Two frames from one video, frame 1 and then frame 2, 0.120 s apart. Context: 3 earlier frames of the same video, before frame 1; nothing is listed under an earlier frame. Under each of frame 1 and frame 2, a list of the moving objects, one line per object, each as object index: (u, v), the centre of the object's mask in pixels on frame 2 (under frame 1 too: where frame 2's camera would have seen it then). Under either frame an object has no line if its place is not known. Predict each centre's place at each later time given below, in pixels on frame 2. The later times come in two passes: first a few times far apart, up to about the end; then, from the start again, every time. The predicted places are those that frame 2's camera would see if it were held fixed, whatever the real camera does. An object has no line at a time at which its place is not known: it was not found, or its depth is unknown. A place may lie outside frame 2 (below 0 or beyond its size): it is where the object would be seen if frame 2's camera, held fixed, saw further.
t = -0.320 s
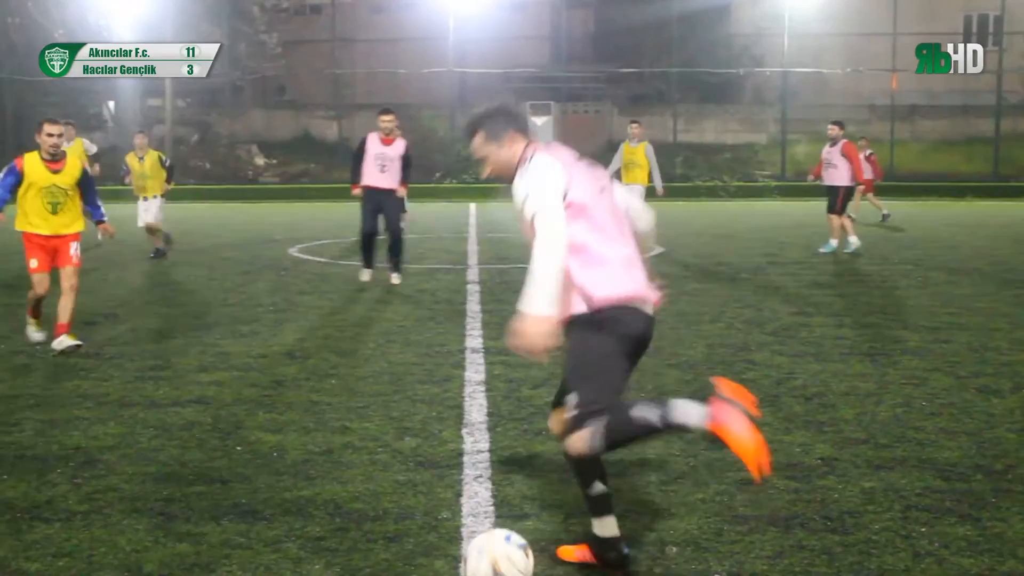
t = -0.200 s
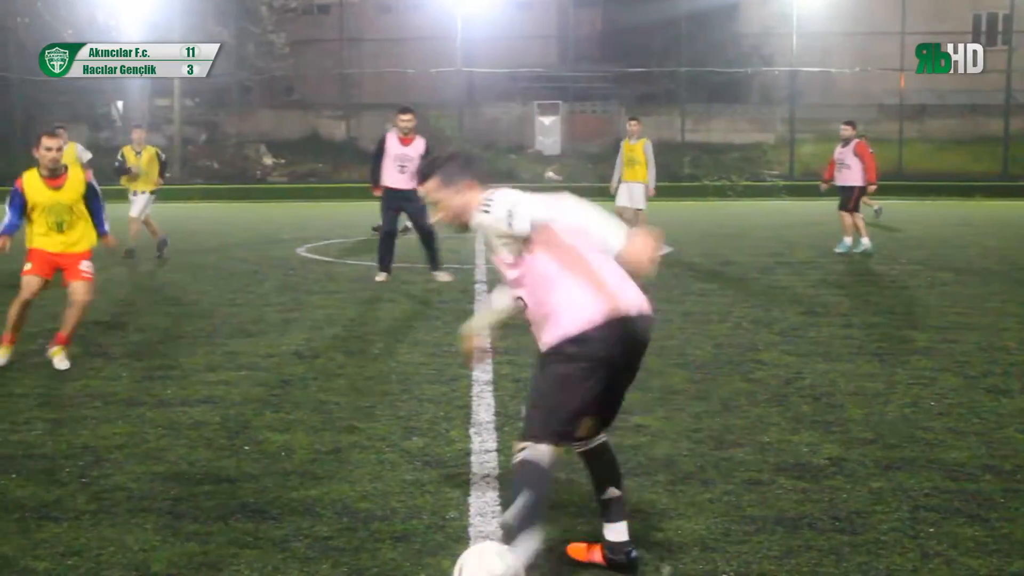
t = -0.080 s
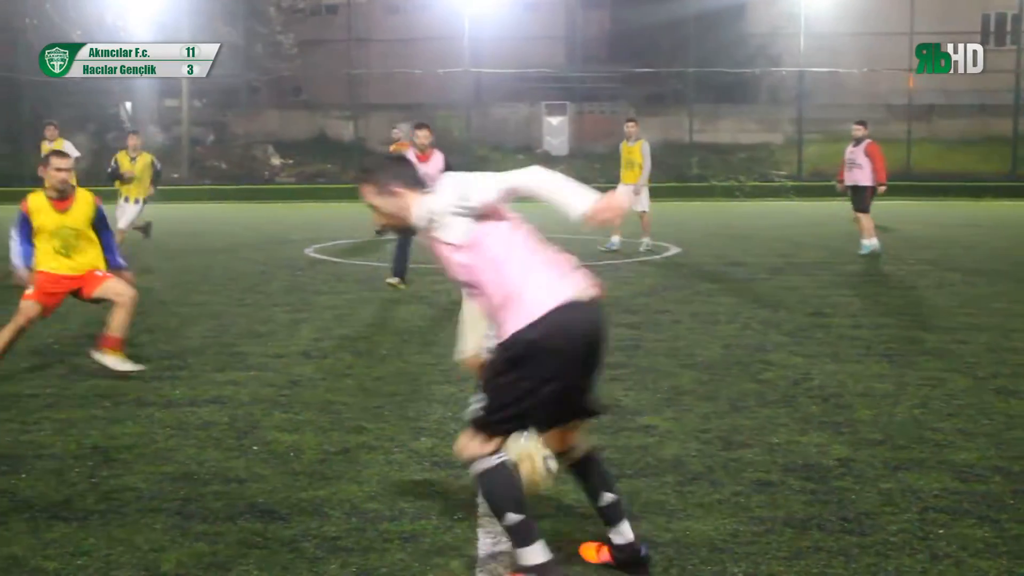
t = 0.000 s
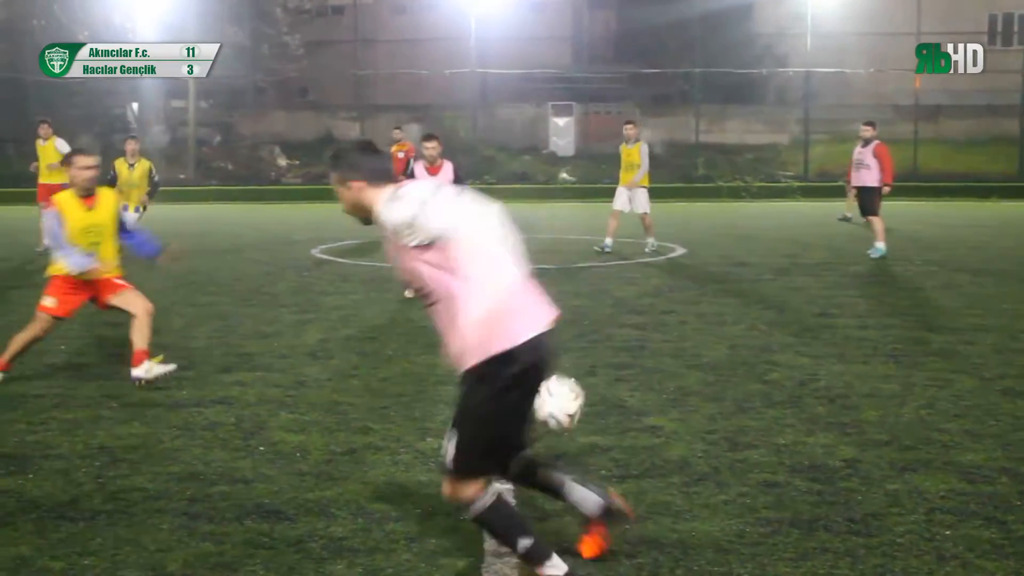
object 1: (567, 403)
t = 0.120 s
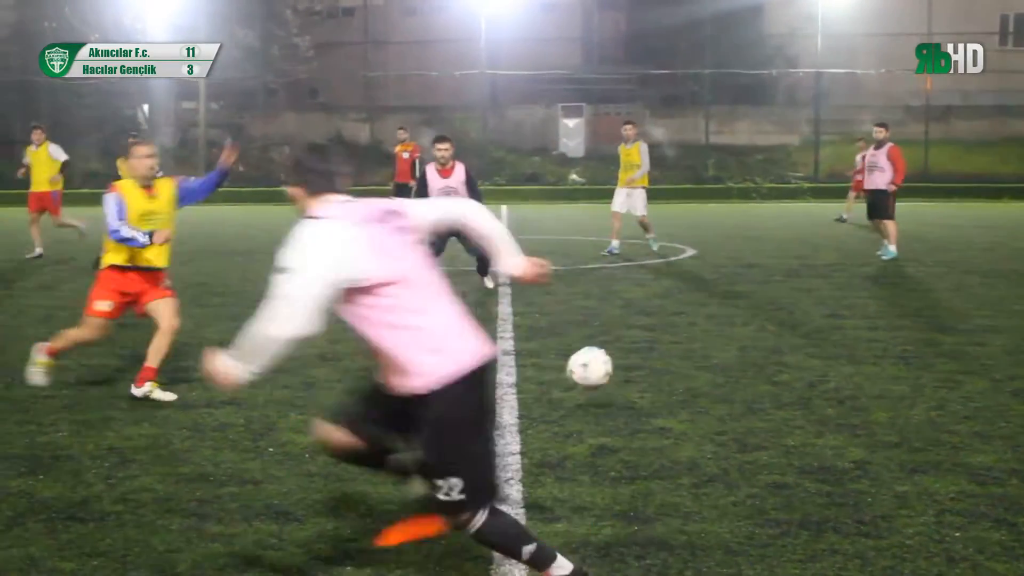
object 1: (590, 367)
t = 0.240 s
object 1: (609, 357)
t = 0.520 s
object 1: (641, 310)
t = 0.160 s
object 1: (596, 363)
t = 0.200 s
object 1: (603, 361)
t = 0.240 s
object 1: (609, 357)
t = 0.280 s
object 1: (615, 342)
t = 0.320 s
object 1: (621, 330)
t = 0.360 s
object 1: (625, 321)
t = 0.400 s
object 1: (629, 315)
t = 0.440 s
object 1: (633, 311)
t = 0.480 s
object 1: (637, 309)
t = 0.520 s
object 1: (641, 310)
